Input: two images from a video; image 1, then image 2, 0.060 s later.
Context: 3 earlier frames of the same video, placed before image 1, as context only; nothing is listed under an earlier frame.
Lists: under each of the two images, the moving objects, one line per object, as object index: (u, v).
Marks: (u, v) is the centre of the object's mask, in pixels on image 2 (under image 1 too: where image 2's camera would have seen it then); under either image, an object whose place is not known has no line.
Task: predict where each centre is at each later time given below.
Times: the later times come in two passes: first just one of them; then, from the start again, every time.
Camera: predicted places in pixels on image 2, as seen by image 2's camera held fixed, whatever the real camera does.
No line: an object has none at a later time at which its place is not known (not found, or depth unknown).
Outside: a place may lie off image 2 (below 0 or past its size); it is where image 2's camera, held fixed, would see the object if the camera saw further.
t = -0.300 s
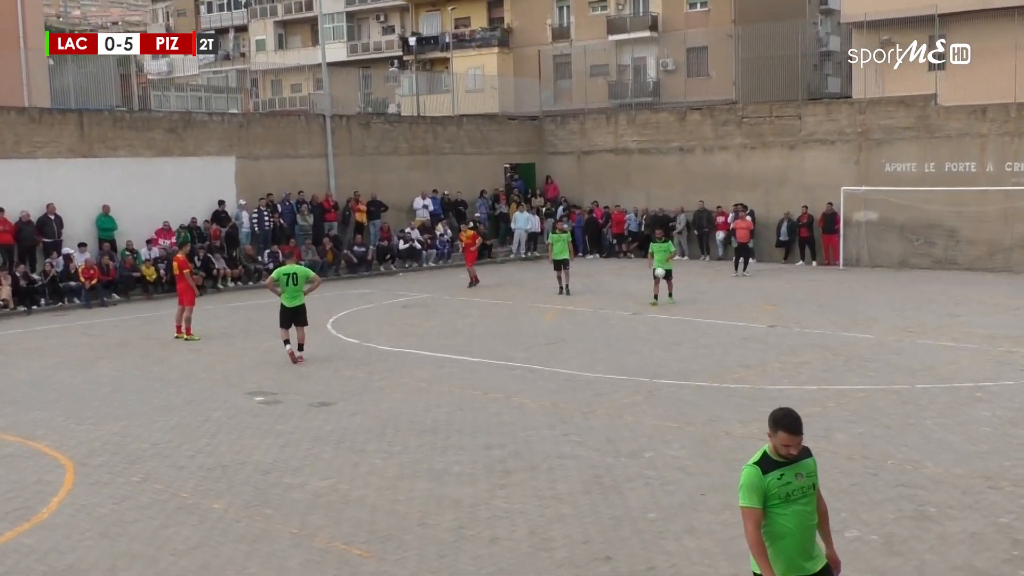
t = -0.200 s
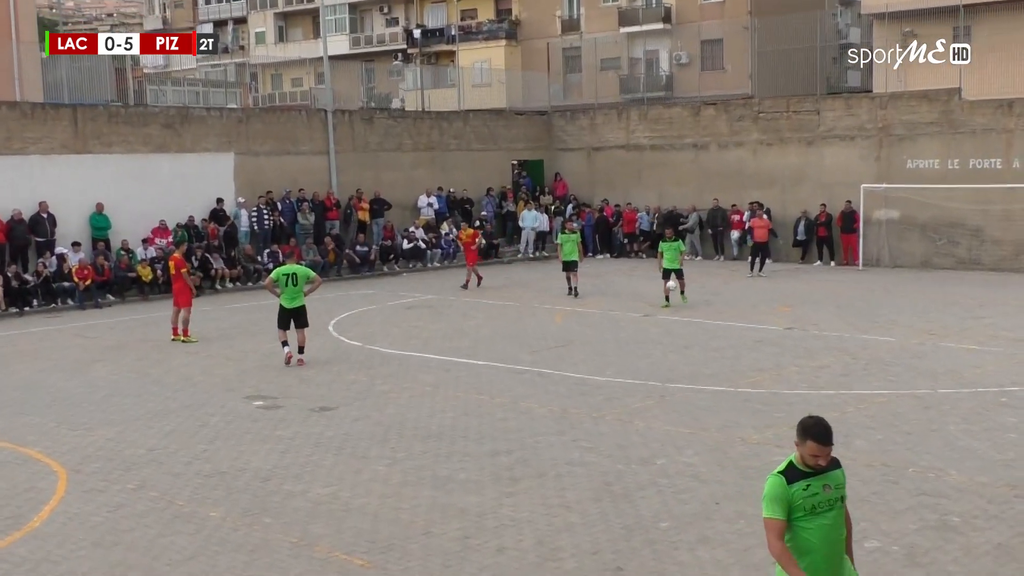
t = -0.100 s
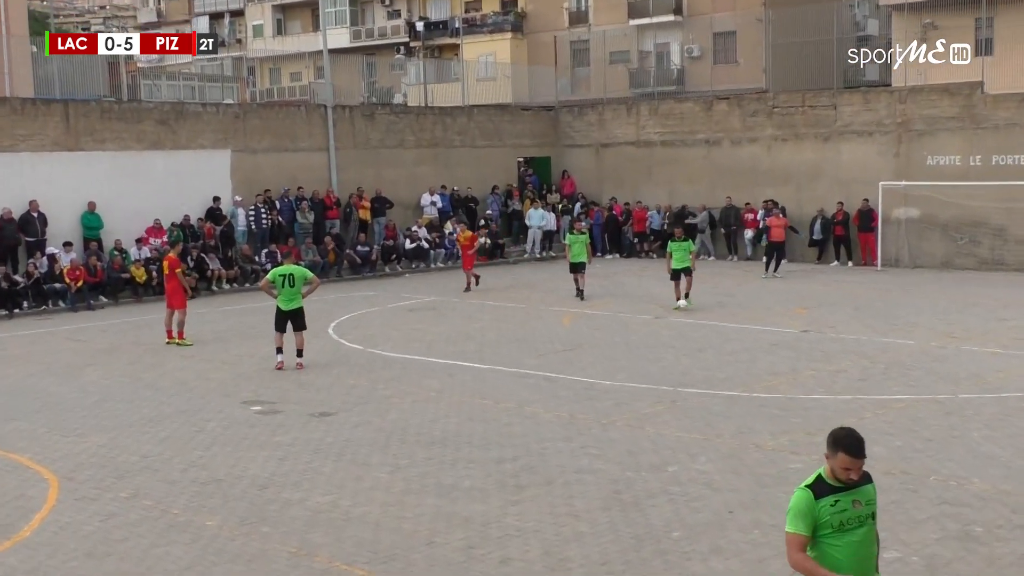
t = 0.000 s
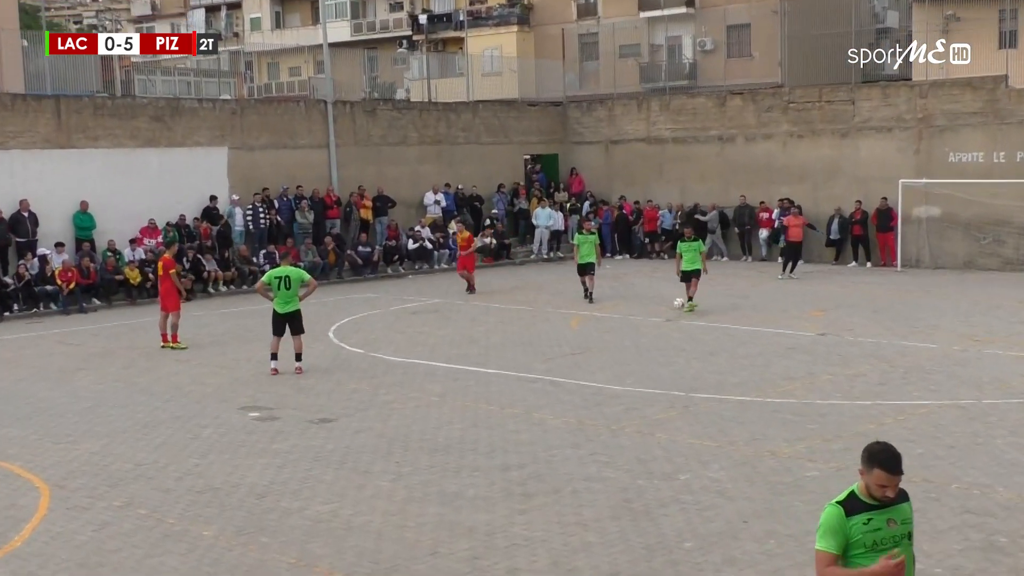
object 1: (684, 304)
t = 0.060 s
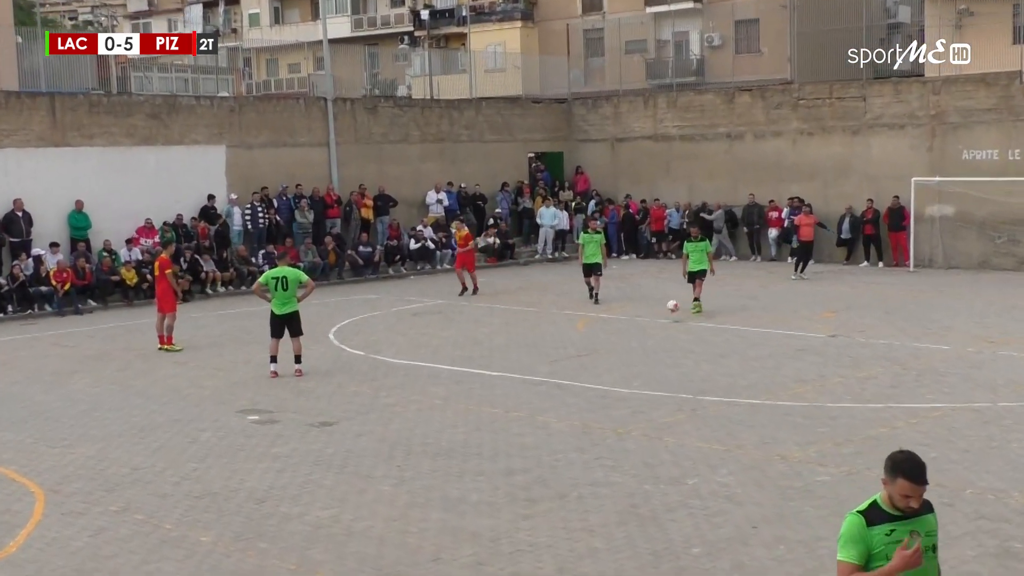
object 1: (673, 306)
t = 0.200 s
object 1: (642, 320)
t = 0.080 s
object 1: (669, 307)
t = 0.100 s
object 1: (665, 309)
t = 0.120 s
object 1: (660, 311)
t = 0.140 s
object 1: (656, 312)
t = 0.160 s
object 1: (652, 315)
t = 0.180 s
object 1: (647, 317)
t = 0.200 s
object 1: (642, 320)
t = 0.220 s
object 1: (639, 323)
